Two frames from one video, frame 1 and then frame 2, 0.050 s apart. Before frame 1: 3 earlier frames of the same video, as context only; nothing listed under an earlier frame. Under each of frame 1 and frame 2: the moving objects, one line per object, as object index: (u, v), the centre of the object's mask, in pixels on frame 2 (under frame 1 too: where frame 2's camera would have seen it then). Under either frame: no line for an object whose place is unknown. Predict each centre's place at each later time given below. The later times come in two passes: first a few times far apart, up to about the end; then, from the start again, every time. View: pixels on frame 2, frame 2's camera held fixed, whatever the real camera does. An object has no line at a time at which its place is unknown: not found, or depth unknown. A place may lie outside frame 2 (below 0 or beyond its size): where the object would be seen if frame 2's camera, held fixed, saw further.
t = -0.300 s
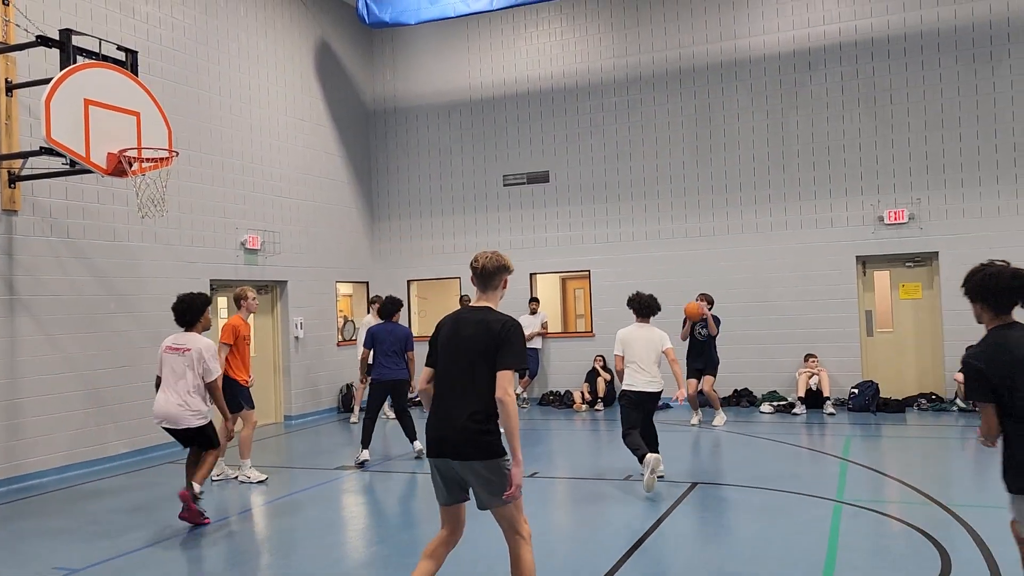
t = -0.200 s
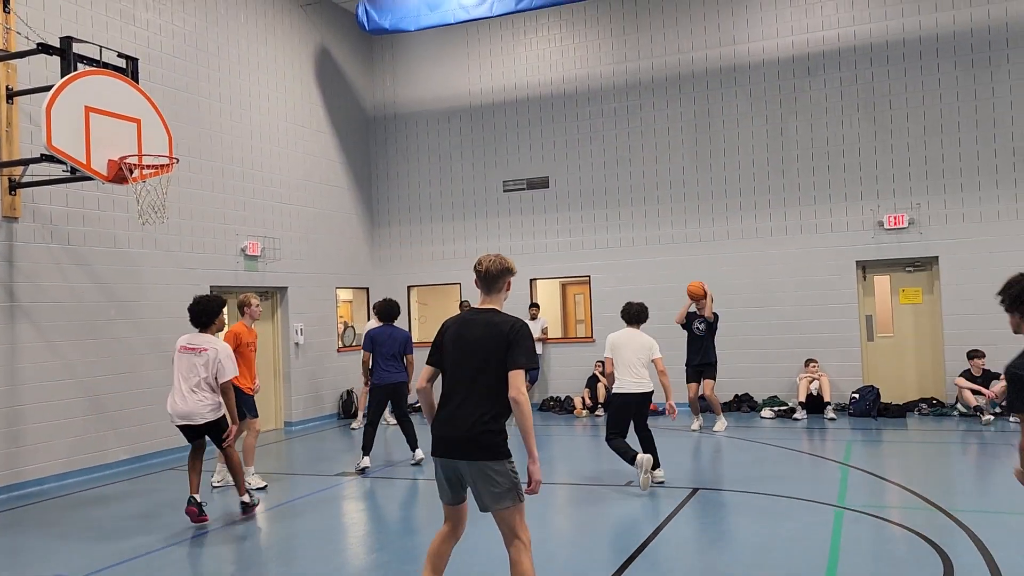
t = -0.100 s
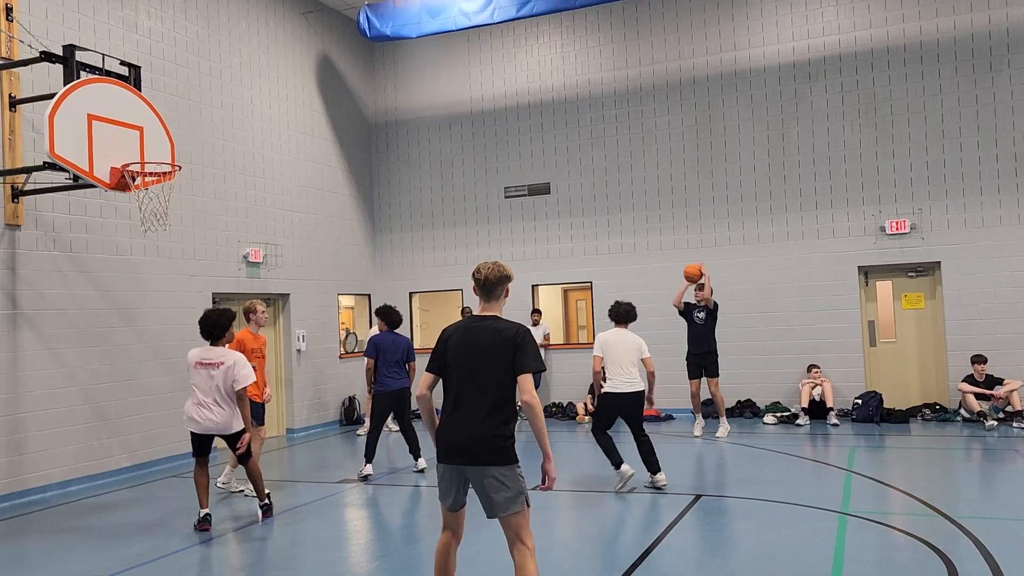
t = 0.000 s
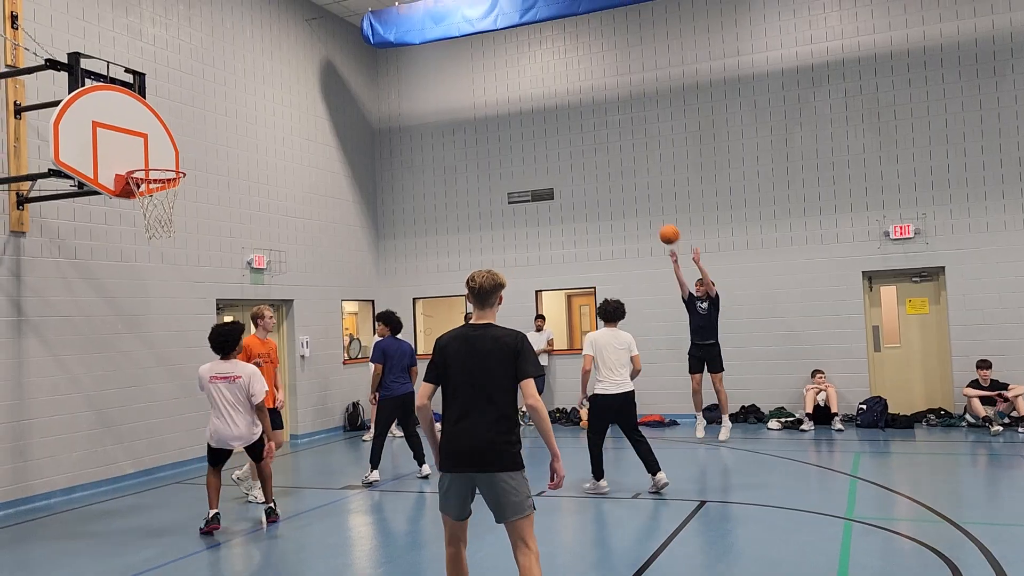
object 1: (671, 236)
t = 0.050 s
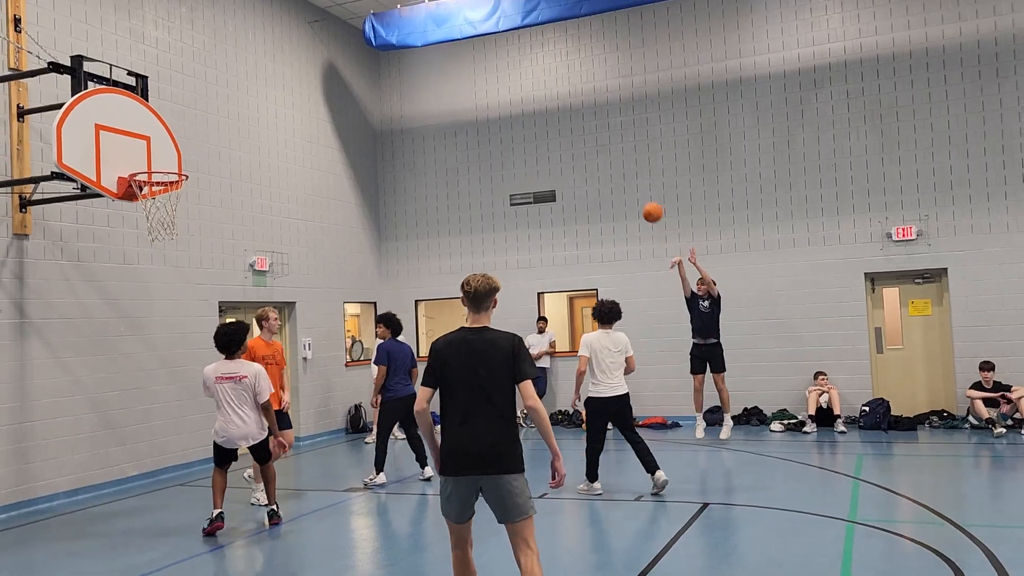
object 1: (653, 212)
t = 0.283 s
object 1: (560, 121)
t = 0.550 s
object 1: (444, 63)
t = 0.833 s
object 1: (304, 71)
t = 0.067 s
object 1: (646, 204)
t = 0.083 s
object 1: (640, 197)
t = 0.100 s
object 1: (633, 189)
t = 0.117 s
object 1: (627, 183)
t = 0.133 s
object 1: (621, 176)
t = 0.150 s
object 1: (614, 169)
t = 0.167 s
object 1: (607, 162)
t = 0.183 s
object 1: (600, 155)
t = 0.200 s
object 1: (593, 149)
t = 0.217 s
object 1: (587, 143)
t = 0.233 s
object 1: (581, 137)
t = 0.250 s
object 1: (573, 131)
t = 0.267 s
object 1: (567, 126)
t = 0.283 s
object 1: (560, 121)
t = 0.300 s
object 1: (553, 116)
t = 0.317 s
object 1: (546, 111)
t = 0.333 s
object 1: (539, 106)
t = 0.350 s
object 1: (533, 102)
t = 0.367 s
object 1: (525, 98)
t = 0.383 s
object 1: (518, 93)
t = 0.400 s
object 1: (511, 89)
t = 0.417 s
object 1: (504, 85)
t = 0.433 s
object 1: (497, 82)
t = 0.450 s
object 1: (489, 78)
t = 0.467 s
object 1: (482, 75)
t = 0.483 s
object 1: (474, 72)
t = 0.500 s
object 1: (467, 70)
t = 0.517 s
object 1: (459, 67)
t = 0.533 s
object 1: (452, 65)
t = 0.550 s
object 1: (444, 63)
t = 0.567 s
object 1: (436, 62)
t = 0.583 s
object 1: (428, 60)
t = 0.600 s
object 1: (421, 59)
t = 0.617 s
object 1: (413, 59)
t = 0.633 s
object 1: (405, 58)
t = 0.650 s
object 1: (398, 58)
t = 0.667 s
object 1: (389, 57)
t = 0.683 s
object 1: (381, 58)
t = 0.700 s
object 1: (373, 58)
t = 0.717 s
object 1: (365, 58)
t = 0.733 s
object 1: (356, 59)
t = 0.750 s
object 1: (348, 60)
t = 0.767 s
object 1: (340, 62)
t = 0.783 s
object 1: (331, 64)
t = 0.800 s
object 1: (322, 66)
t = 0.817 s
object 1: (313, 68)
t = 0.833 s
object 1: (304, 71)
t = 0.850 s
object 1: (295, 74)
